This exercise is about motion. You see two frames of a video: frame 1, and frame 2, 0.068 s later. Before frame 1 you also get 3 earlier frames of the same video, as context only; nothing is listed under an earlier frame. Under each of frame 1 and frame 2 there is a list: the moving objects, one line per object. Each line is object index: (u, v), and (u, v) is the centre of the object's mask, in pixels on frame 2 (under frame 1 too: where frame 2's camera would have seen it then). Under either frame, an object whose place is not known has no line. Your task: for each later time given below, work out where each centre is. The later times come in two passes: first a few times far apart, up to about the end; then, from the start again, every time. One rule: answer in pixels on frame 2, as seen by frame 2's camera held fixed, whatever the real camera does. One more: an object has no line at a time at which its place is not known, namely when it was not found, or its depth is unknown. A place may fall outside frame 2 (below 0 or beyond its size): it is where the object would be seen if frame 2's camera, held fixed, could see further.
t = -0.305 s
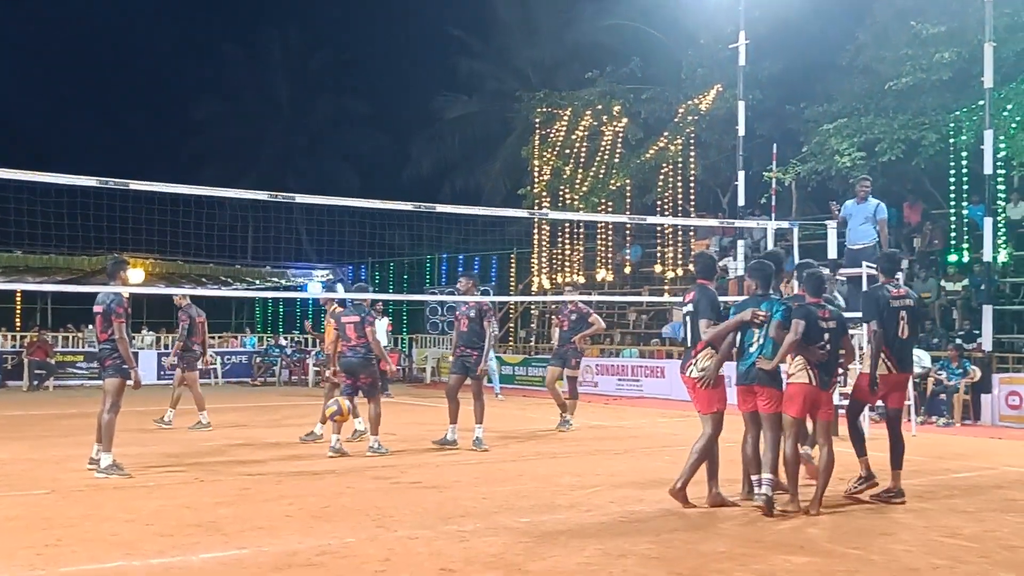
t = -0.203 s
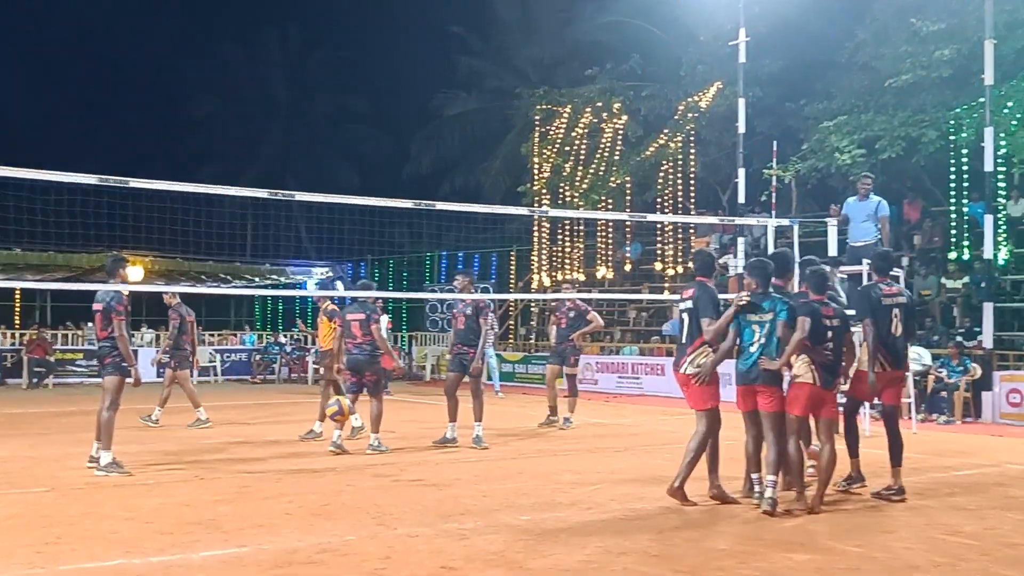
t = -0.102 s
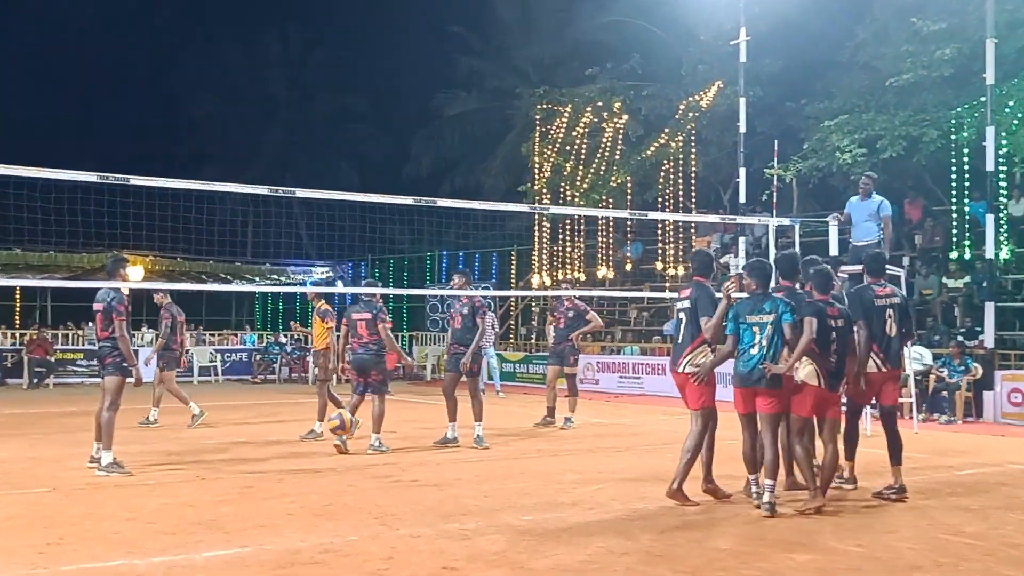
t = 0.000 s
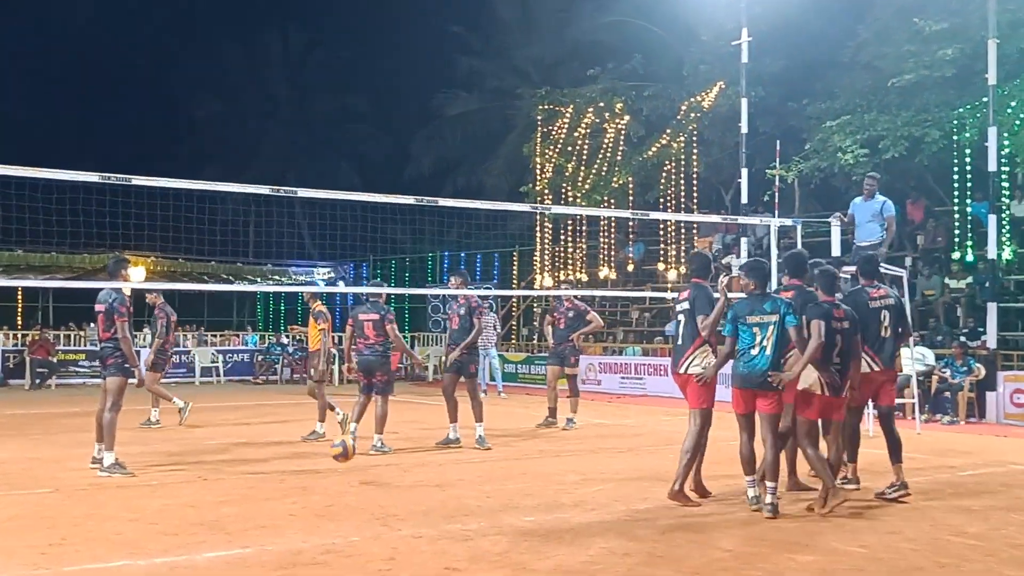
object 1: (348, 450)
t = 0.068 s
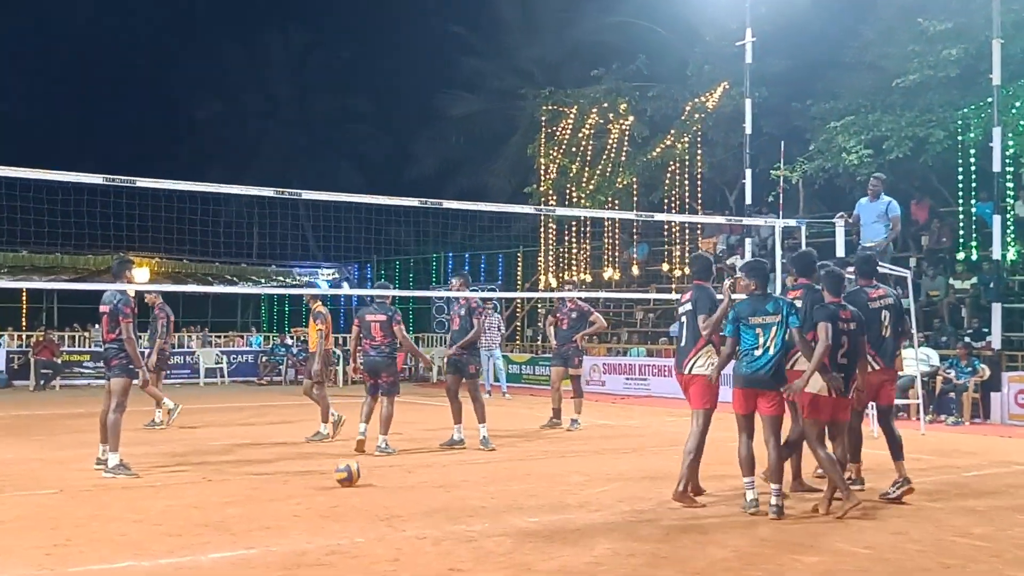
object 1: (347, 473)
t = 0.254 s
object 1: (347, 433)
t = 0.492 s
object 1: (346, 440)
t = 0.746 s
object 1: (345, 450)
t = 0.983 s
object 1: (343, 446)
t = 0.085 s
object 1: (347, 471)
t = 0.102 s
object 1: (347, 465)
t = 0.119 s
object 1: (347, 460)
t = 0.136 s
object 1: (347, 456)
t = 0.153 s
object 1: (347, 452)
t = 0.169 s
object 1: (347, 448)
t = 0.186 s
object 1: (347, 444)
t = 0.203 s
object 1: (347, 441)
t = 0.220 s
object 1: (347, 438)
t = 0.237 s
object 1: (347, 436)
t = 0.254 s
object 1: (347, 433)
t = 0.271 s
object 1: (347, 432)
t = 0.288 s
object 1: (347, 430)
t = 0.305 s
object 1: (347, 428)
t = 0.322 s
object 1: (347, 427)
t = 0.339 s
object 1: (347, 427)
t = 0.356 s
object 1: (347, 427)
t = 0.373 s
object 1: (347, 428)
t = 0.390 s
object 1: (347, 428)
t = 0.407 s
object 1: (347, 429)
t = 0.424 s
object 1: (346, 431)
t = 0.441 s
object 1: (346, 433)
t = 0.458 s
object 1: (346, 435)
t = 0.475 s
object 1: (346, 437)
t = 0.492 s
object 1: (346, 440)
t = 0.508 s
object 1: (346, 443)
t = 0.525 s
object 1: (346, 446)
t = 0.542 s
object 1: (346, 450)
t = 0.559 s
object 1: (346, 454)
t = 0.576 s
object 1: (346, 458)
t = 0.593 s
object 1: (345, 463)
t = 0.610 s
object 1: (345, 469)
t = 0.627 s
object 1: (345, 474)
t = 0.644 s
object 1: (345, 472)
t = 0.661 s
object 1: (345, 468)
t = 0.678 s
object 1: (345, 464)
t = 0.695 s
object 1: (345, 460)
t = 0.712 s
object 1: (345, 457)
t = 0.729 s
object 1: (344, 453)
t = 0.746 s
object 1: (345, 450)
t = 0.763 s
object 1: (344, 448)
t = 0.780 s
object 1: (344, 446)
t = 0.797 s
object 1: (344, 444)
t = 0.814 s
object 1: (344, 442)
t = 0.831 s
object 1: (344, 441)
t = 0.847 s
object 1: (344, 440)
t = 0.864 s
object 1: (344, 440)
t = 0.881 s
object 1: (343, 440)
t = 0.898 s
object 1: (343, 440)
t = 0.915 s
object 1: (343, 440)
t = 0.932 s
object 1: (343, 441)
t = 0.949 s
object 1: (343, 442)
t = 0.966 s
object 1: (343, 444)
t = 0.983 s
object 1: (343, 446)
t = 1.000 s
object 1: (343, 448)
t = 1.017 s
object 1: (343, 450)
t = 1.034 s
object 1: (342, 453)
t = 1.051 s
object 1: (343, 456)
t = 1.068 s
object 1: (343, 459)
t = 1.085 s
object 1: (343, 463)
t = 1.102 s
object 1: (343, 468)
